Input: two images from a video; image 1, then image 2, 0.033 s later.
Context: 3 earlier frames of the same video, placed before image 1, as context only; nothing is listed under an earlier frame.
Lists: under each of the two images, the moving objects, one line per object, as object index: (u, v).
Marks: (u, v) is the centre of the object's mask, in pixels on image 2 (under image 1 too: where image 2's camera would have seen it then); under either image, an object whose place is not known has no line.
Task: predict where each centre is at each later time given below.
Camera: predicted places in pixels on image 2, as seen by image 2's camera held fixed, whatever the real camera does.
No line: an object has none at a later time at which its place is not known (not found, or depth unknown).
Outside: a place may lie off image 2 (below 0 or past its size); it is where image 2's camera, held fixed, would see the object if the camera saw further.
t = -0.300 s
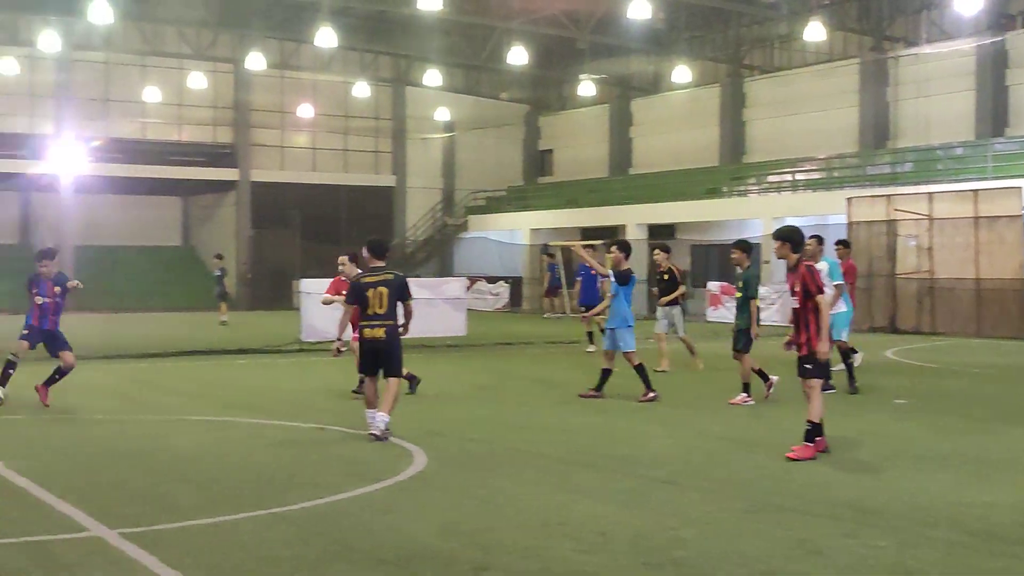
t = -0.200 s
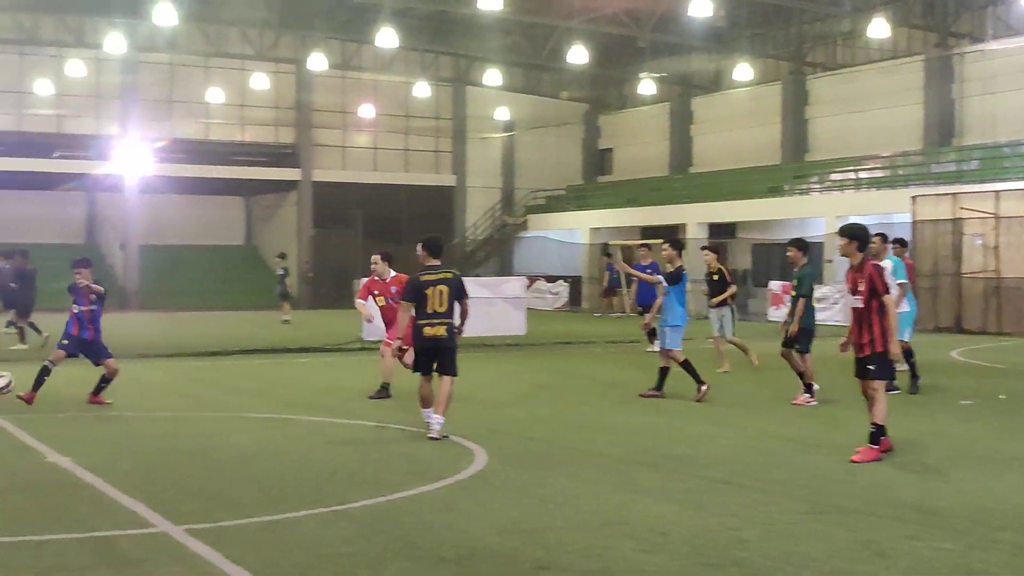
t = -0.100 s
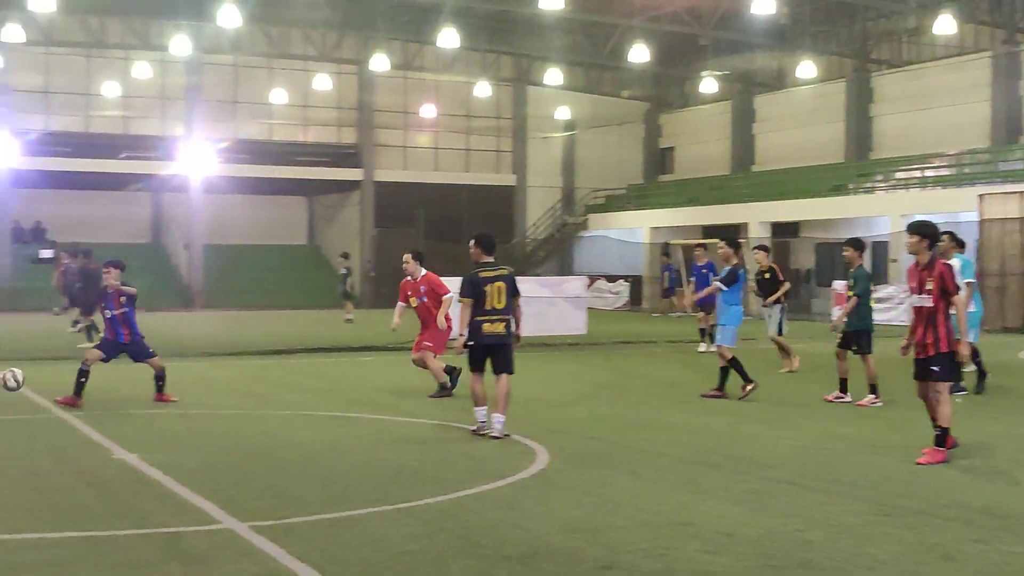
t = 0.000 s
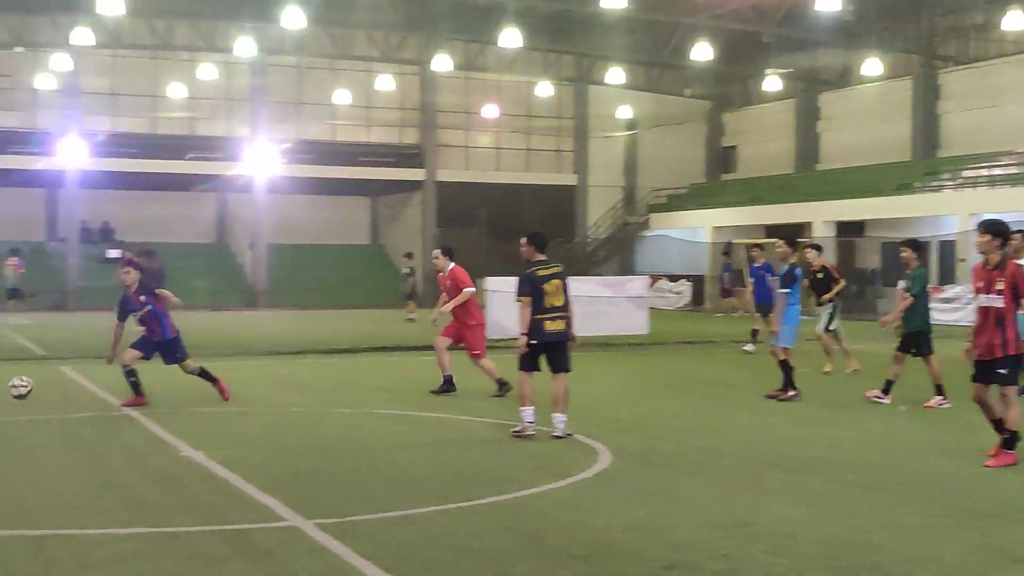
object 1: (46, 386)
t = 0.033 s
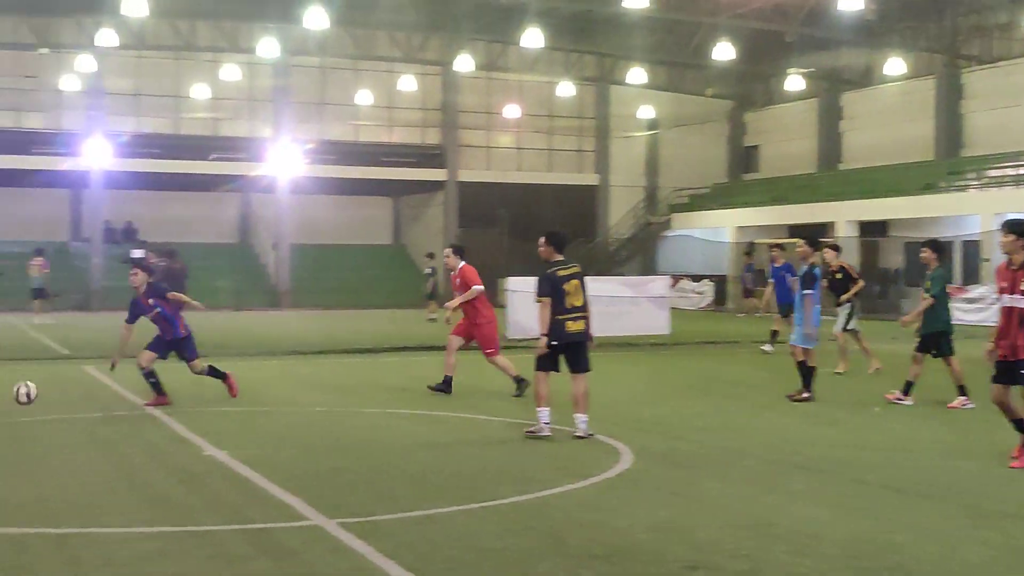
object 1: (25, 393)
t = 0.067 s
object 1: (4, 400)
